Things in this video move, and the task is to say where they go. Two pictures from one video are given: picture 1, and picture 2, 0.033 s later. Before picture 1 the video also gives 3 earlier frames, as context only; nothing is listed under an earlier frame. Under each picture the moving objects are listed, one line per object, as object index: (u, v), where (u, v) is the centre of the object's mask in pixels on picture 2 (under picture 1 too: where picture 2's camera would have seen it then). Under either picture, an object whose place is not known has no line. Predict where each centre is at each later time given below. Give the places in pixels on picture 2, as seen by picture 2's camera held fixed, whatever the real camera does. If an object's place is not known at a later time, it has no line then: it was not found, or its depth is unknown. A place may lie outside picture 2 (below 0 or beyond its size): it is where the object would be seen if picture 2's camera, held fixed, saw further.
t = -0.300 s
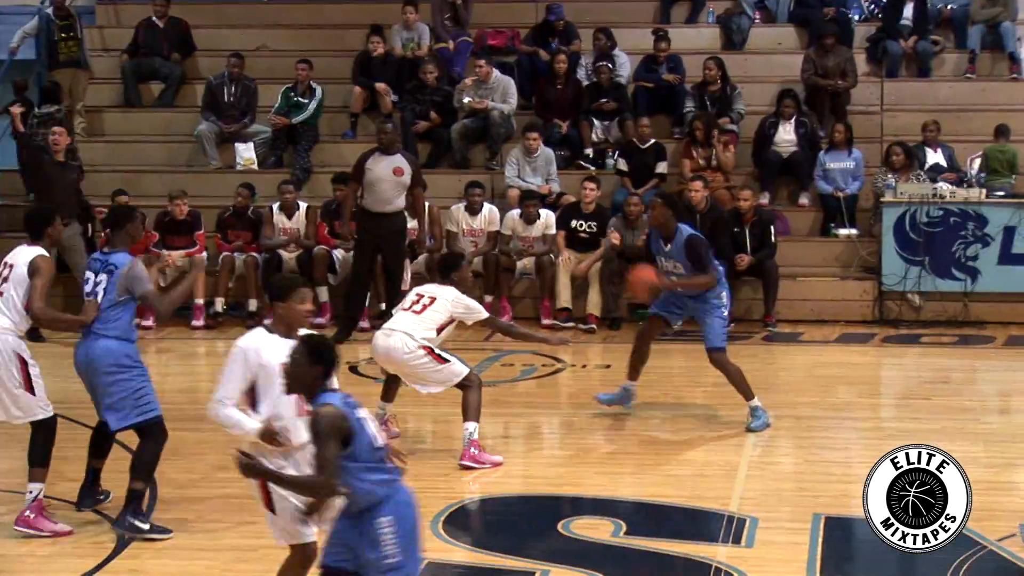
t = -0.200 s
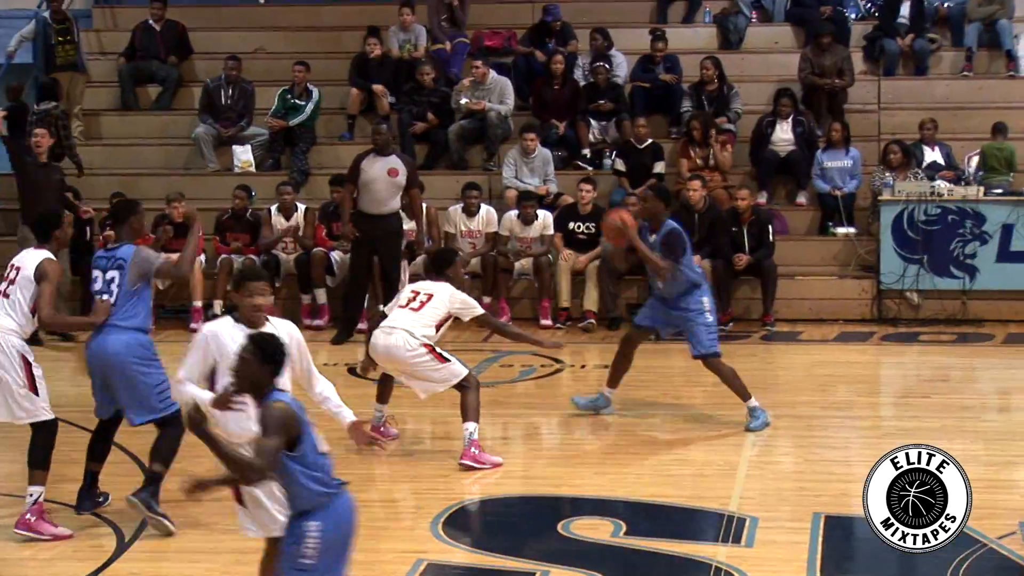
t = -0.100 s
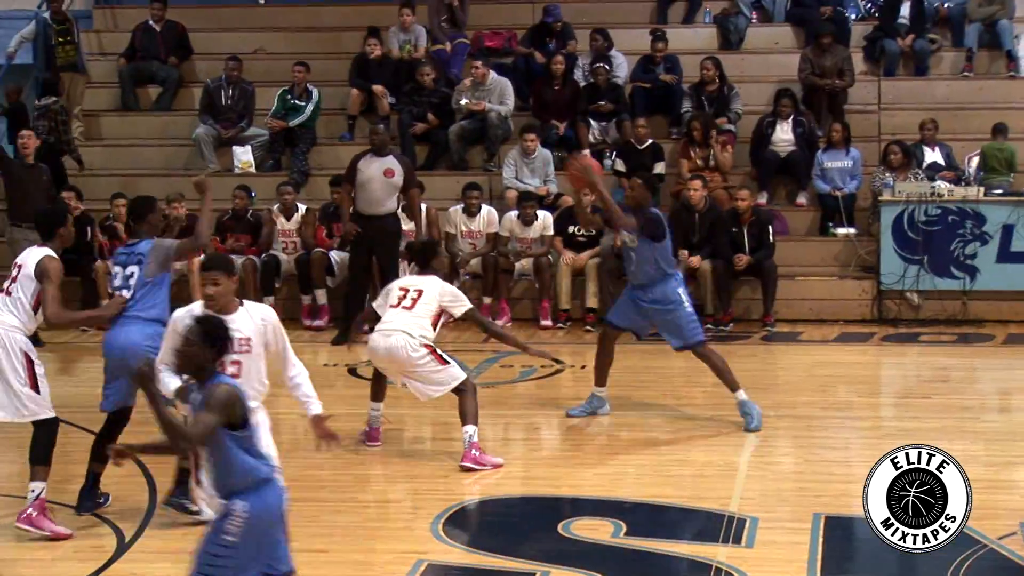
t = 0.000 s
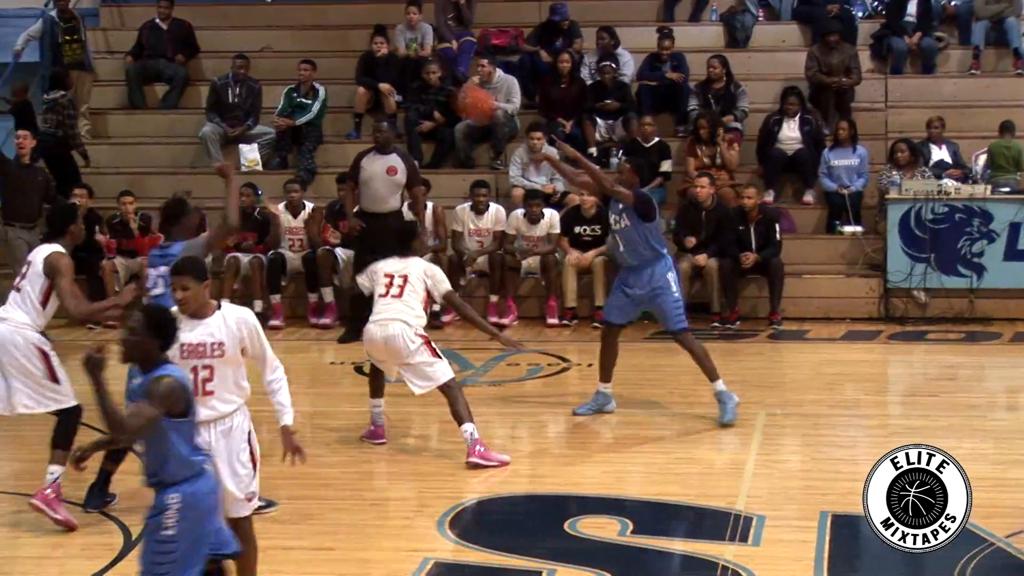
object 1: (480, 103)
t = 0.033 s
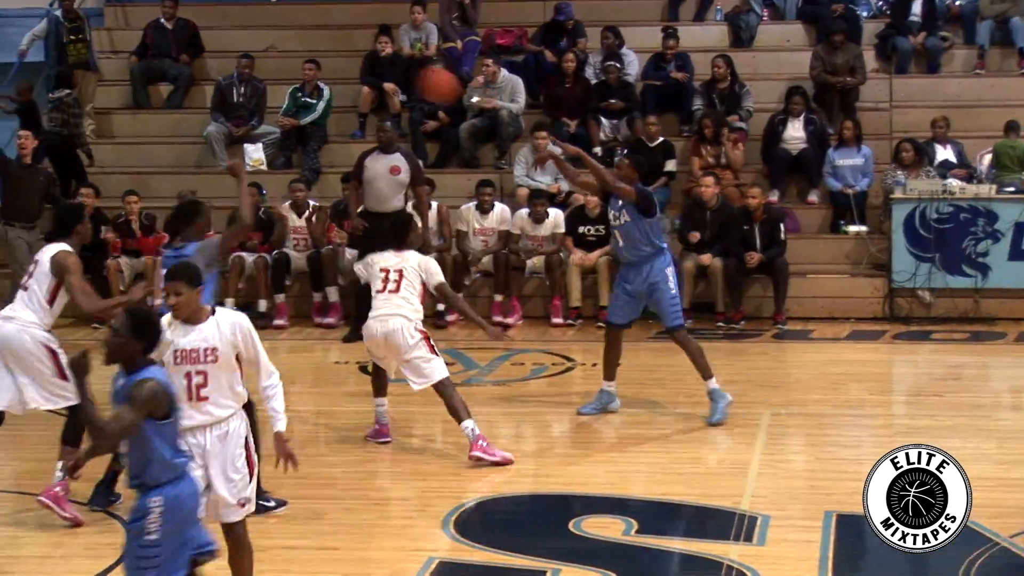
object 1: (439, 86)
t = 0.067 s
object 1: (398, 69)
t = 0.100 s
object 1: (354, 53)
